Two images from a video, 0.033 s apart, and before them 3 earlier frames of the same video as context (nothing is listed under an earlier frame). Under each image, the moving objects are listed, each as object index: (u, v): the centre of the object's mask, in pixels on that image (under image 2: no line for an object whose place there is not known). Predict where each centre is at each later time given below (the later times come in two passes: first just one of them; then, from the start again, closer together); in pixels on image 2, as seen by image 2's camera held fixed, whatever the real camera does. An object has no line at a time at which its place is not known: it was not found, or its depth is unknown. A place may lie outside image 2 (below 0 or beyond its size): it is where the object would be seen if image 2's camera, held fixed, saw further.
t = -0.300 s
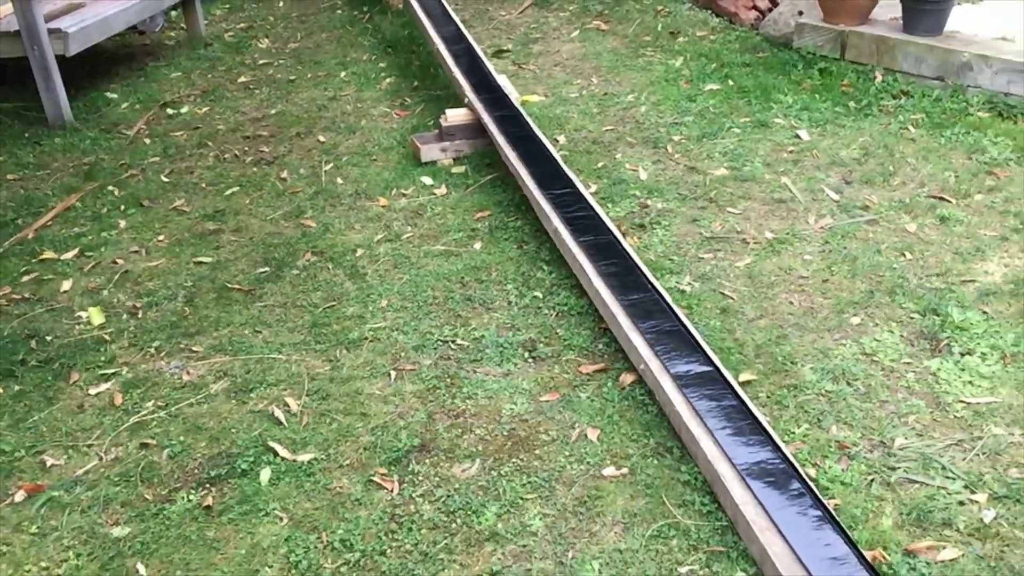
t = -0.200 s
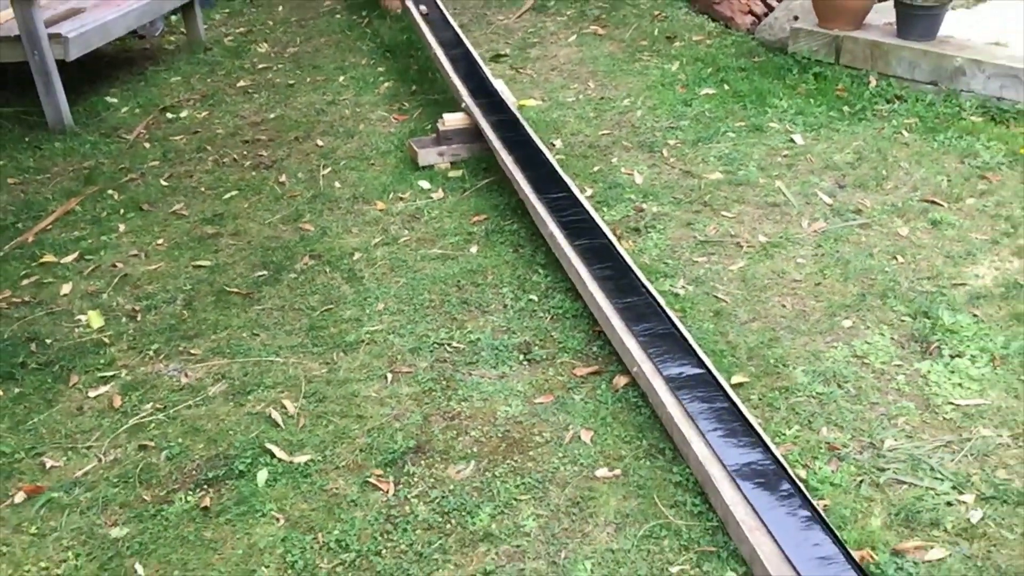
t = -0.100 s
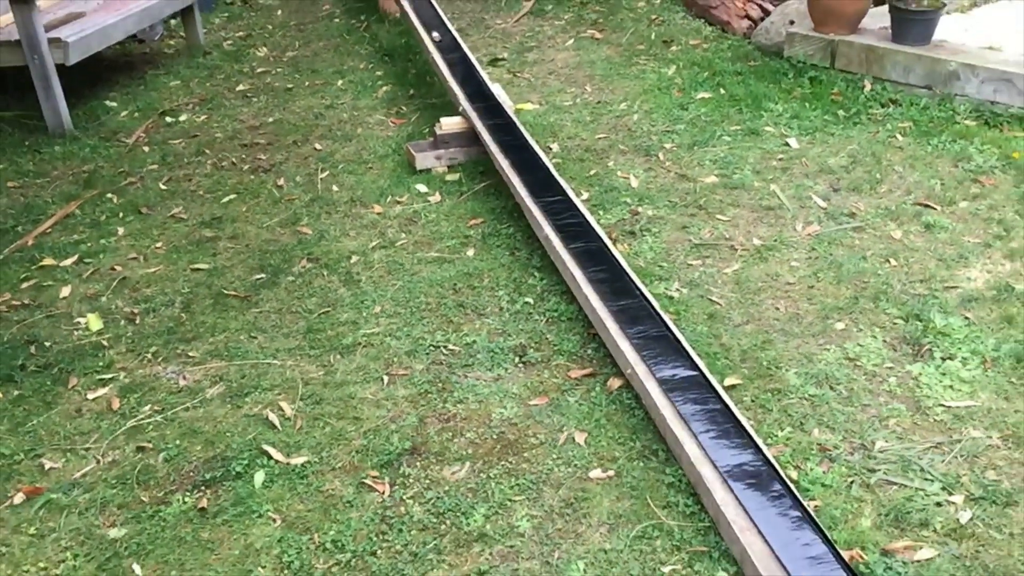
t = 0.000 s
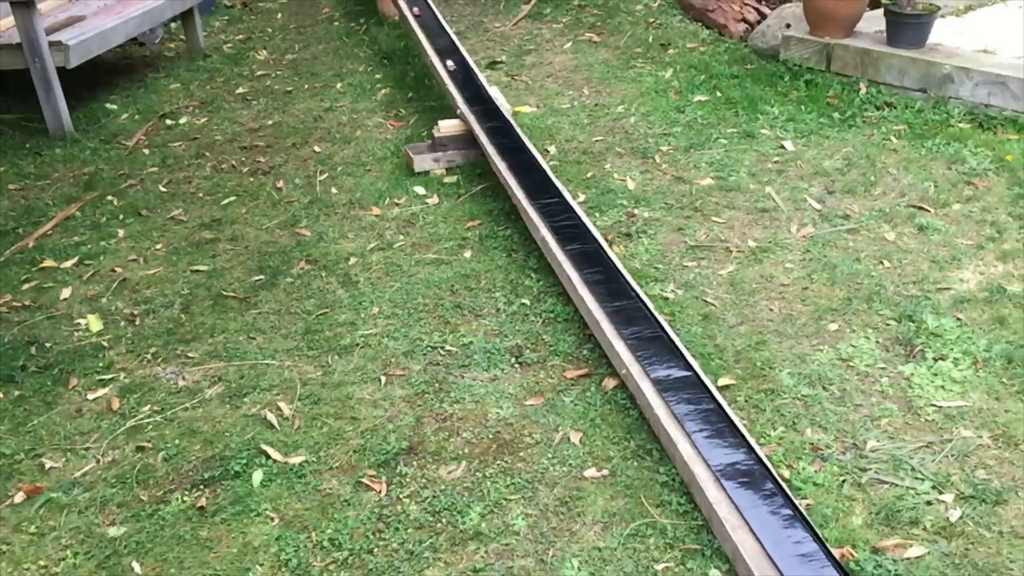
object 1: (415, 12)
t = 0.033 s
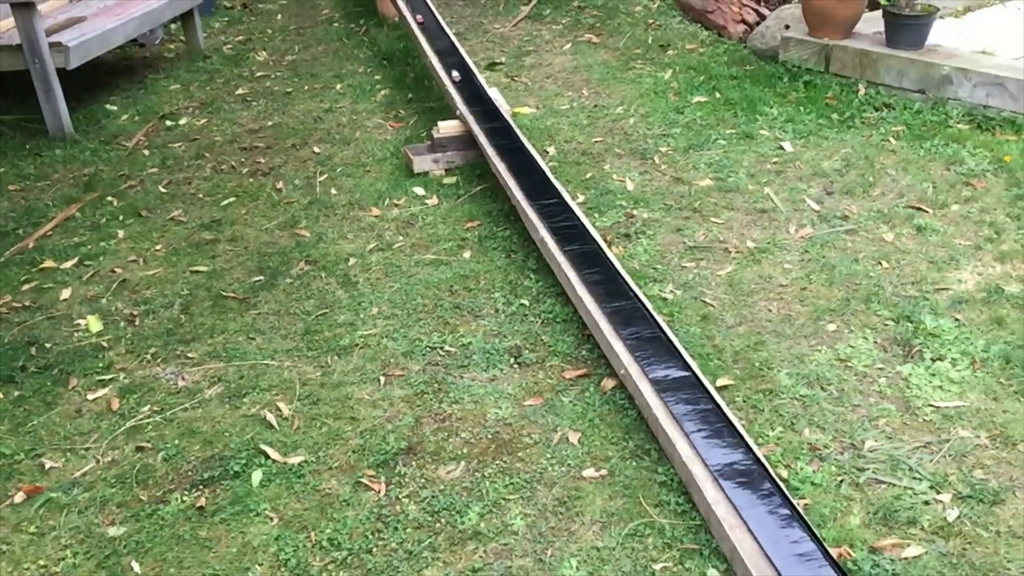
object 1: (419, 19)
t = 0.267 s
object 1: (451, 70)
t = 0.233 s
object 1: (446, 62)
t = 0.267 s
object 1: (451, 70)
